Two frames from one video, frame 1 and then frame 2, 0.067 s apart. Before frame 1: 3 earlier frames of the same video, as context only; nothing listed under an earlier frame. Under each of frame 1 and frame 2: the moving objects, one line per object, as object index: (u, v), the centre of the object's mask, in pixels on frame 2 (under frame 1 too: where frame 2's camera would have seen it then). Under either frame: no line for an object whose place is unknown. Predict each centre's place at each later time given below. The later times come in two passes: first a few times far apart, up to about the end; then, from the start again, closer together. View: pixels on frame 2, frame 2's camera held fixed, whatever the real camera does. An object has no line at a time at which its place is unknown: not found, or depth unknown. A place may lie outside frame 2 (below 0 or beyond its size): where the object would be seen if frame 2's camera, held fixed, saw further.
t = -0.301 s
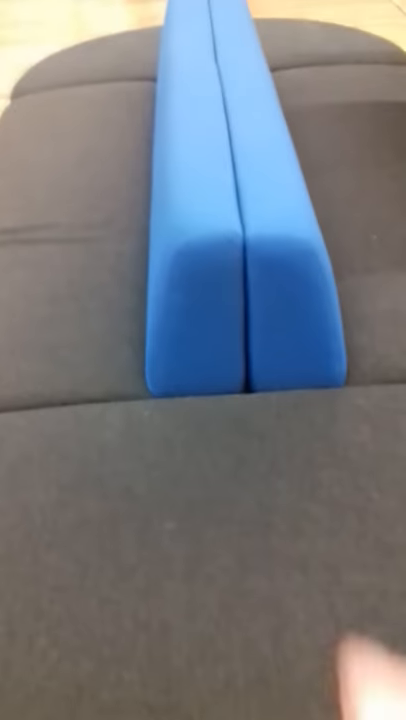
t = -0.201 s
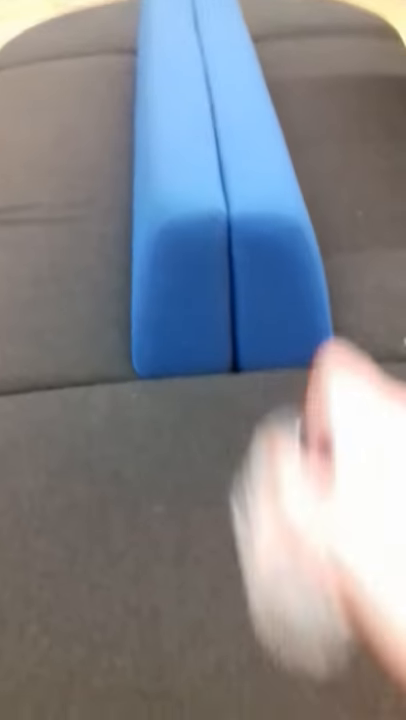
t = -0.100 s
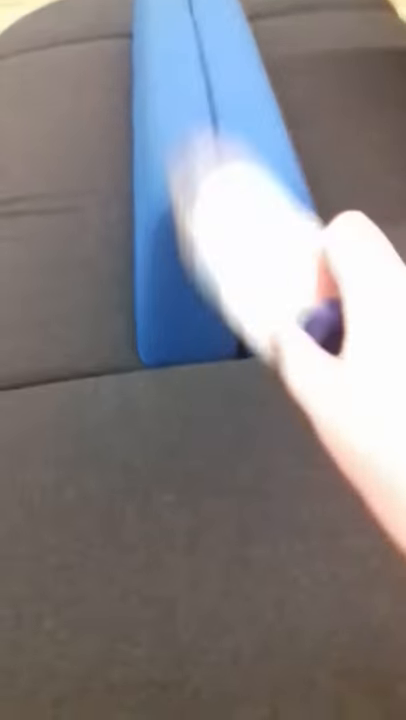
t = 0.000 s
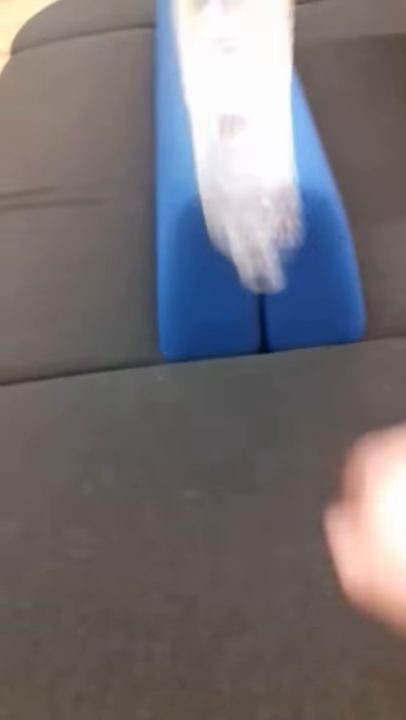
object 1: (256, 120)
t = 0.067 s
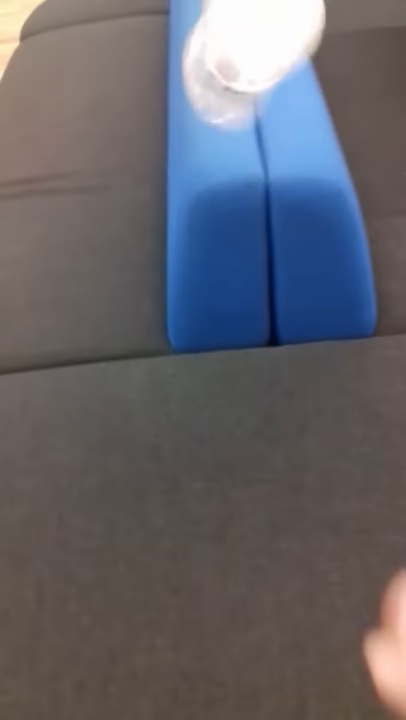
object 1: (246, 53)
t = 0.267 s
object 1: (245, 247)
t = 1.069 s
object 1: (252, 414)
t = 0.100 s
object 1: (256, 57)
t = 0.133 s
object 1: (253, 87)
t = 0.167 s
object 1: (247, 124)
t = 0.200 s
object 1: (245, 164)
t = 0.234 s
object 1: (244, 205)
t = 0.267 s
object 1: (245, 247)
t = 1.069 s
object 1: (252, 414)
